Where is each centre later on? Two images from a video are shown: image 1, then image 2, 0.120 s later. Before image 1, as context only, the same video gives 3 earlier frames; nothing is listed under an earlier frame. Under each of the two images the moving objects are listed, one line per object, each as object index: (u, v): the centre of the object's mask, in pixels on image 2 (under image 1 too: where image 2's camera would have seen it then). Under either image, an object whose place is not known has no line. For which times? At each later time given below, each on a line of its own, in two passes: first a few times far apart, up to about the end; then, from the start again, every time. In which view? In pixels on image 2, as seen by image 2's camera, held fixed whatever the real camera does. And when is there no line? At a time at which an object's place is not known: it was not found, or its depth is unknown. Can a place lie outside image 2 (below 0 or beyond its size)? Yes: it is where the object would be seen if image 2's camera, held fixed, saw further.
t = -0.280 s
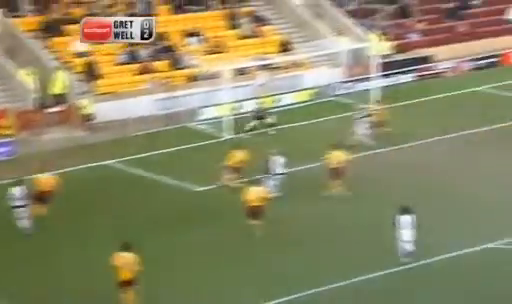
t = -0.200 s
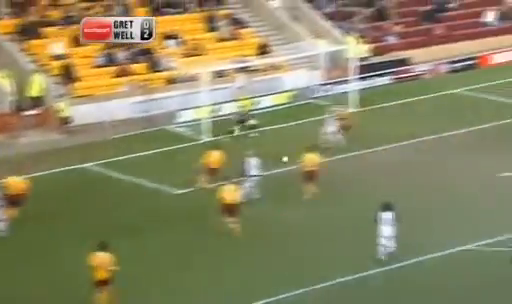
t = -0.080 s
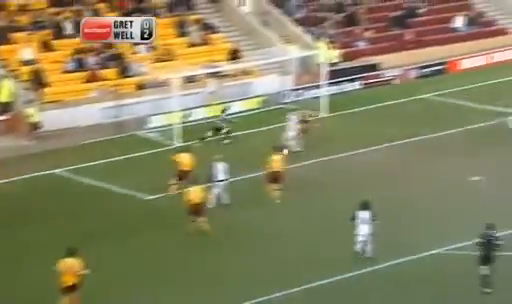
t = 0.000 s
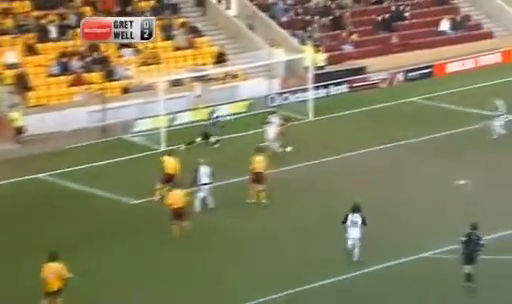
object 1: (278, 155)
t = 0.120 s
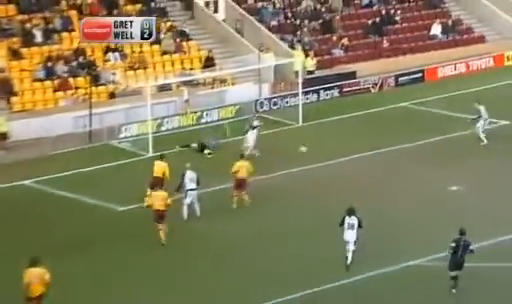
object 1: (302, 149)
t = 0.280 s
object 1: (333, 145)
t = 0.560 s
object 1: (378, 135)
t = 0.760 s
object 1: (408, 129)
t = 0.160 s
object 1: (310, 147)
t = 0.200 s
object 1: (317, 147)
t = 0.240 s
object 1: (326, 148)
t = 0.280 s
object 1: (333, 145)
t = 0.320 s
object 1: (339, 142)
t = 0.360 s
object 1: (346, 140)
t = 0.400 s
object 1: (353, 138)
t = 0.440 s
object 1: (359, 136)
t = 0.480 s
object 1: (365, 136)
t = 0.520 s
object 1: (371, 136)
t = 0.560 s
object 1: (378, 135)
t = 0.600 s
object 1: (384, 134)
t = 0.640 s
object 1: (390, 132)
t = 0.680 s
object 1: (397, 131)
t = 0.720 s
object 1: (402, 130)
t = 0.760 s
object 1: (408, 129)
